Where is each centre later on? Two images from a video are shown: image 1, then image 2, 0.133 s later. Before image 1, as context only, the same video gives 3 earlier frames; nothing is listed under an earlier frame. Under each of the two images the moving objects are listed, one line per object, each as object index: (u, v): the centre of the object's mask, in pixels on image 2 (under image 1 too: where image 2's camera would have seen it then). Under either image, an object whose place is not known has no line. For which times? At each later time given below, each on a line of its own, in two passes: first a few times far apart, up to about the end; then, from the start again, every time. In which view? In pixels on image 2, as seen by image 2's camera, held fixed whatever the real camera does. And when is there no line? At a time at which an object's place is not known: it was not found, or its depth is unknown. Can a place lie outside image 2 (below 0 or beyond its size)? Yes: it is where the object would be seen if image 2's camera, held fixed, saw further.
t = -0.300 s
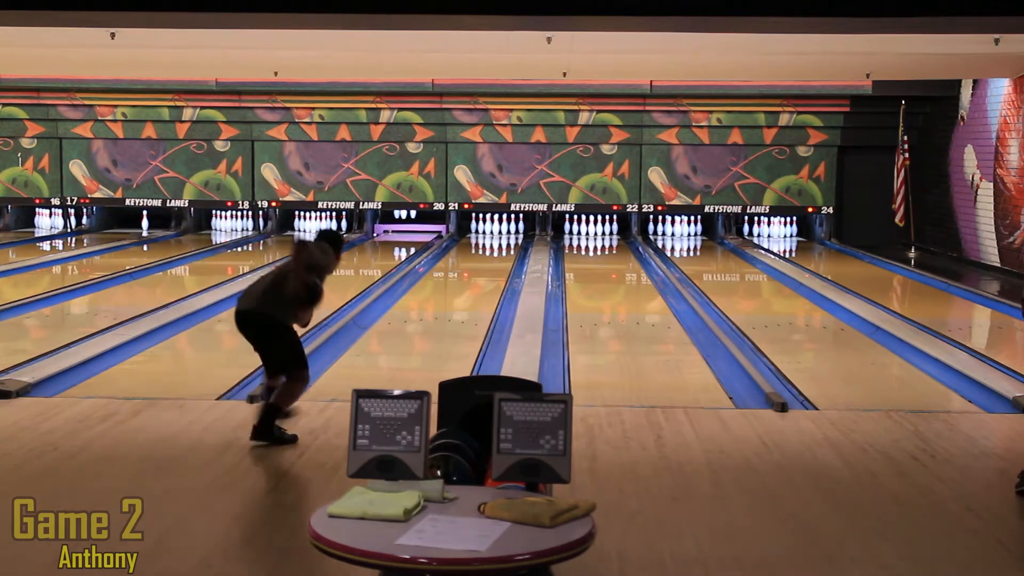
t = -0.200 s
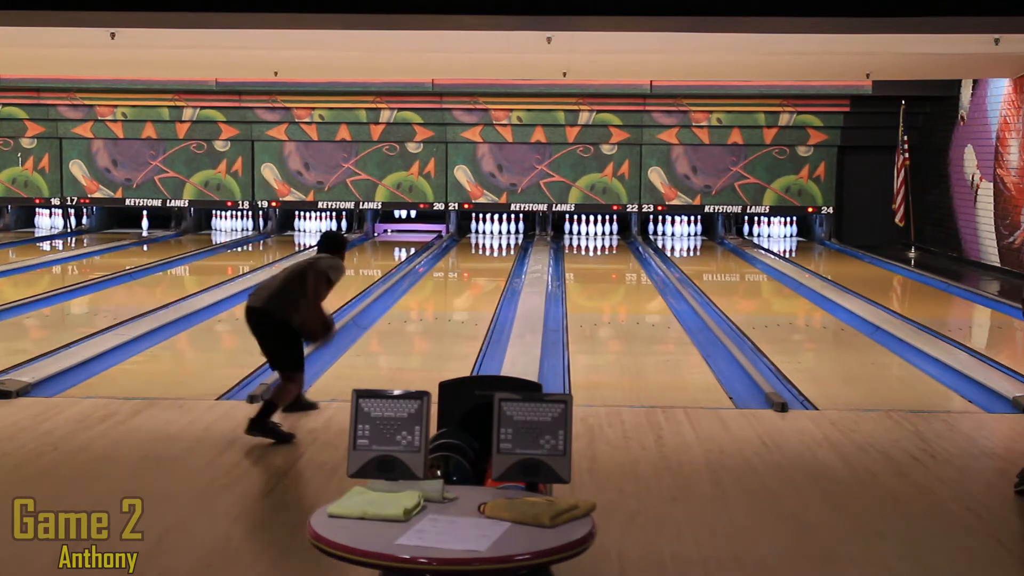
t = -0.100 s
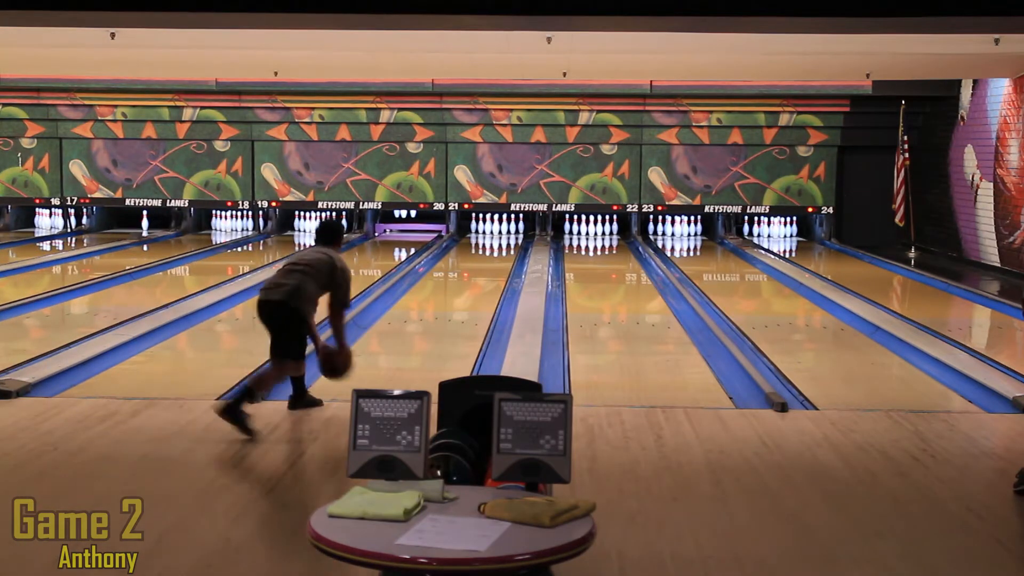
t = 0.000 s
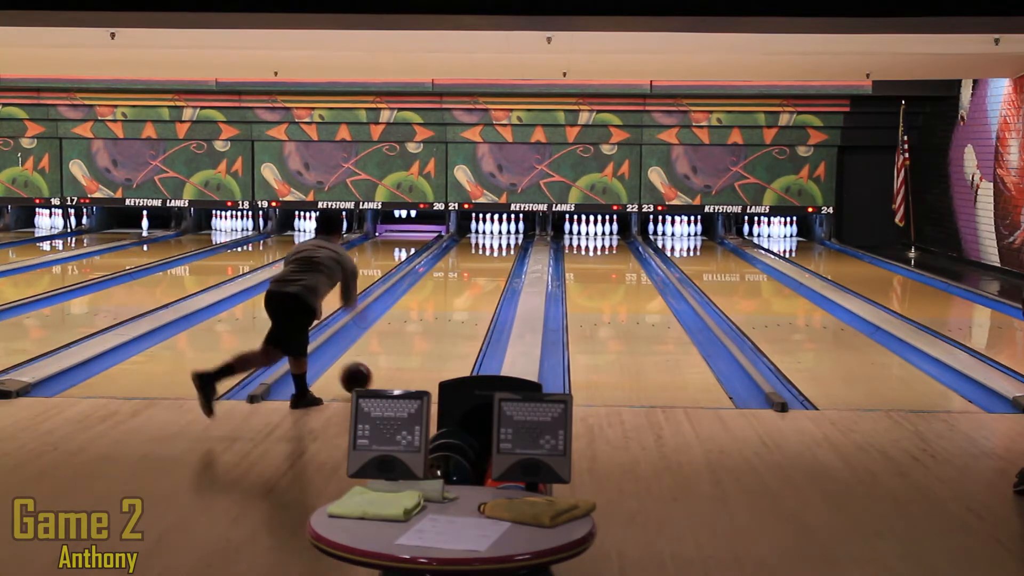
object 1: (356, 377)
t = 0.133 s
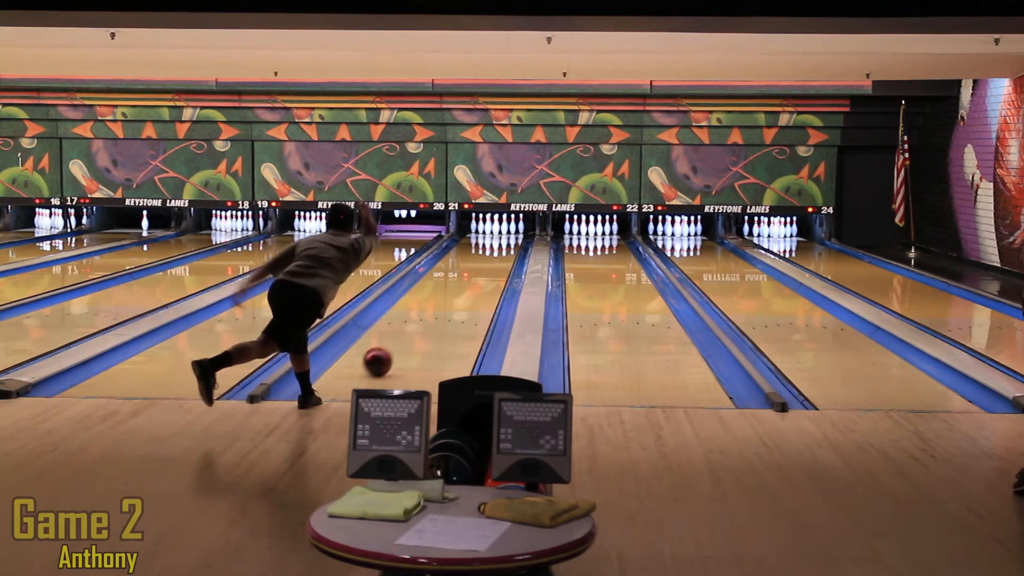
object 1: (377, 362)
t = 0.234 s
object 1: (392, 349)
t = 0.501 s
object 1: (421, 322)
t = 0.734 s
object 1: (441, 304)
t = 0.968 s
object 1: (456, 288)
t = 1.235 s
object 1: (470, 275)
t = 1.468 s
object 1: (479, 265)
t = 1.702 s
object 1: (487, 257)
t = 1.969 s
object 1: (494, 249)
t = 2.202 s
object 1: (496, 243)
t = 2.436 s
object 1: (496, 238)
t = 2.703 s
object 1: (492, 232)
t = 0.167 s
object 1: (383, 357)
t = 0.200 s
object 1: (387, 353)
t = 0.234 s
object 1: (392, 349)
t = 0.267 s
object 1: (396, 345)
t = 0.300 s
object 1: (400, 341)
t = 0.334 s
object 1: (404, 338)
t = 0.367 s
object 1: (408, 334)
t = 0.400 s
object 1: (411, 331)
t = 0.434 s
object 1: (415, 328)
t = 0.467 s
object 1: (418, 324)
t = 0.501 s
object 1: (421, 322)
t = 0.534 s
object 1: (425, 319)
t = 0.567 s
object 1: (428, 316)
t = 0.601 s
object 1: (430, 313)
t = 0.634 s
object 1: (433, 310)
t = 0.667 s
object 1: (436, 308)
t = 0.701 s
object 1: (438, 306)
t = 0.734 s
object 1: (441, 304)
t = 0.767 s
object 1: (443, 301)
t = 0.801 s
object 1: (445, 299)
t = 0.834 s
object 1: (448, 297)
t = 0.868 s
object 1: (450, 295)
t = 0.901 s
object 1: (452, 292)
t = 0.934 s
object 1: (454, 290)
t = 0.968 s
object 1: (456, 288)
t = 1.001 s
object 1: (458, 287)
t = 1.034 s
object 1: (460, 285)
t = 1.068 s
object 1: (462, 283)
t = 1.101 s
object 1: (463, 281)
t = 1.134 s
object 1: (465, 279)
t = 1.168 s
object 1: (467, 278)
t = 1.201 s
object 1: (468, 277)
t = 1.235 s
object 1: (470, 275)
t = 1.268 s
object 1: (471, 274)
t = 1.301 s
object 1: (473, 272)
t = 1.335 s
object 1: (474, 271)
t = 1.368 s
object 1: (475, 269)
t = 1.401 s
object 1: (477, 268)
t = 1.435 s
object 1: (478, 267)
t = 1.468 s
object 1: (479, 265)
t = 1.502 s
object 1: (481, 264)
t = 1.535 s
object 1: (482, 263)
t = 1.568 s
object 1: (483, 262)
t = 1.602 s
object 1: (484, 260)
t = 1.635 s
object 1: (485, 259)
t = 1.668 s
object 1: (486, 258)
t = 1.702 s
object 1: (487, 257)
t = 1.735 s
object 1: (488, 256)
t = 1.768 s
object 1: (489, 255)
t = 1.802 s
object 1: (490, 254)
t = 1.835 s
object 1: (491, 253)
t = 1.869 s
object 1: (492, 252)
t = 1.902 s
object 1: (492, 251)
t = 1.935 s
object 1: (493, 250)
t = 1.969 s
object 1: (494, 249)
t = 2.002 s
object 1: (494, 248)
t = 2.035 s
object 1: (495, 247)
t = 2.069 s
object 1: (495, 246)
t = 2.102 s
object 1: (496, 246)
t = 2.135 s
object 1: (496, 245)
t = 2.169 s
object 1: (496, 244)
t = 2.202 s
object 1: (496, 243)
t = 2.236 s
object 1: (497, 242)
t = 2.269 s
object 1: (497, 241)
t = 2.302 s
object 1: (497, 240)
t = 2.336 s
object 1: (497, 239)
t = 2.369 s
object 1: (497, 239)
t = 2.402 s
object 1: (496, 238)
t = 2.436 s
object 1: (496, 238)
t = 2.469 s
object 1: (496, 237)
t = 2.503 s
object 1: (496, 236)
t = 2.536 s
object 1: (495, 236)
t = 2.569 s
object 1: (495, 235)
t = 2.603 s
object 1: (495, 234)
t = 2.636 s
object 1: (494, 234)
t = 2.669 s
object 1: (493, 233)
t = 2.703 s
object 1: (492, 232)
